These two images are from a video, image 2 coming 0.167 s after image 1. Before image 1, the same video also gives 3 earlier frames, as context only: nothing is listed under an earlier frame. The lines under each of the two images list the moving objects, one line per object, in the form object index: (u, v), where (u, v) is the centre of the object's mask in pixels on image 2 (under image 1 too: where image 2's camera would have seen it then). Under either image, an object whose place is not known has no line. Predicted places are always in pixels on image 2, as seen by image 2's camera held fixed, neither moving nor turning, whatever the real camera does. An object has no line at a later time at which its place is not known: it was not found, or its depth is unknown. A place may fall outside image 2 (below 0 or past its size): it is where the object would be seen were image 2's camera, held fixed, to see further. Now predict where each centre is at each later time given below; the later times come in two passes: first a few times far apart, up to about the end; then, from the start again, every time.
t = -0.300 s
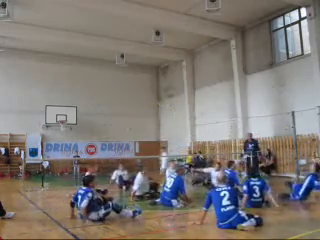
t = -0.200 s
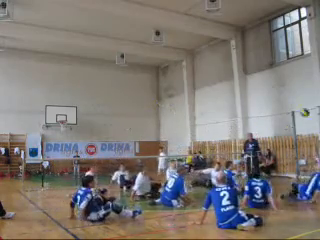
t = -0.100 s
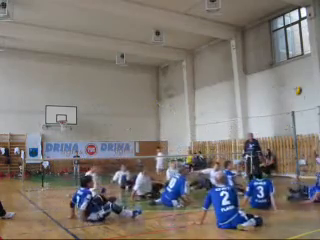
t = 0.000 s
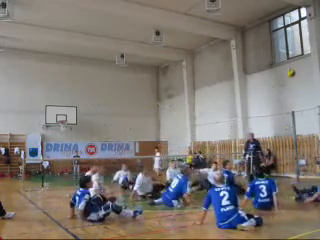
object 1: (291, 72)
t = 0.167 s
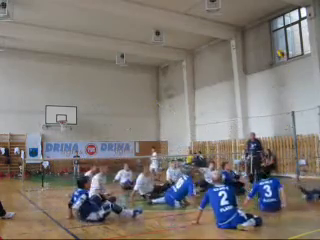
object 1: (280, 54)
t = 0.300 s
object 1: (273, 45)
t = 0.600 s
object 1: (257, 55)
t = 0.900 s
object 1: (244, 100)
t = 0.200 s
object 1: (278, 51)
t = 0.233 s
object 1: (276, 50)
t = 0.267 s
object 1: (275, 47)
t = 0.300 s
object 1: (273, 45)
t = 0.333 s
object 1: (272, 44)
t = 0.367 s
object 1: (270, 44)
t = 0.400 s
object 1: (267, 44)
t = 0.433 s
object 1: (266, 45)
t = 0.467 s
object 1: (265, 46)
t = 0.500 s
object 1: (263, 48)
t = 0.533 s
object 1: (259, 51)
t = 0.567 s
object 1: (259, 53)
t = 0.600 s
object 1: (257, 55)
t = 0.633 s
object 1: (255, 60)
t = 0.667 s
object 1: (253, 62)
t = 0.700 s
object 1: (252, 67)
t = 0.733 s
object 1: (251, 71)
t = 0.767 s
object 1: (250, 76)
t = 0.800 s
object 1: (248, 82)
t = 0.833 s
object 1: (247, 87)
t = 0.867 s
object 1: (246, 93)
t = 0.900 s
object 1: (244, 100)
